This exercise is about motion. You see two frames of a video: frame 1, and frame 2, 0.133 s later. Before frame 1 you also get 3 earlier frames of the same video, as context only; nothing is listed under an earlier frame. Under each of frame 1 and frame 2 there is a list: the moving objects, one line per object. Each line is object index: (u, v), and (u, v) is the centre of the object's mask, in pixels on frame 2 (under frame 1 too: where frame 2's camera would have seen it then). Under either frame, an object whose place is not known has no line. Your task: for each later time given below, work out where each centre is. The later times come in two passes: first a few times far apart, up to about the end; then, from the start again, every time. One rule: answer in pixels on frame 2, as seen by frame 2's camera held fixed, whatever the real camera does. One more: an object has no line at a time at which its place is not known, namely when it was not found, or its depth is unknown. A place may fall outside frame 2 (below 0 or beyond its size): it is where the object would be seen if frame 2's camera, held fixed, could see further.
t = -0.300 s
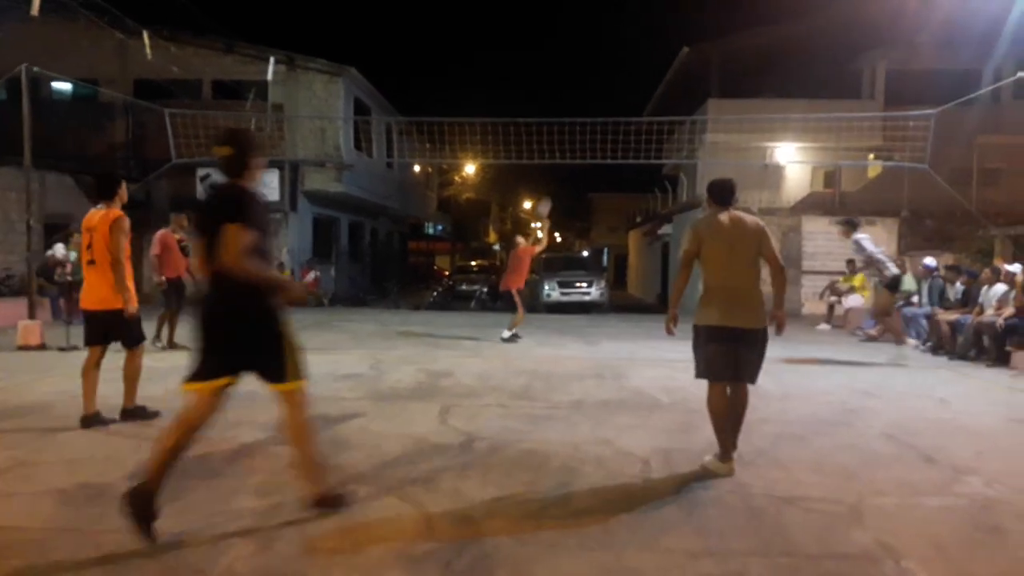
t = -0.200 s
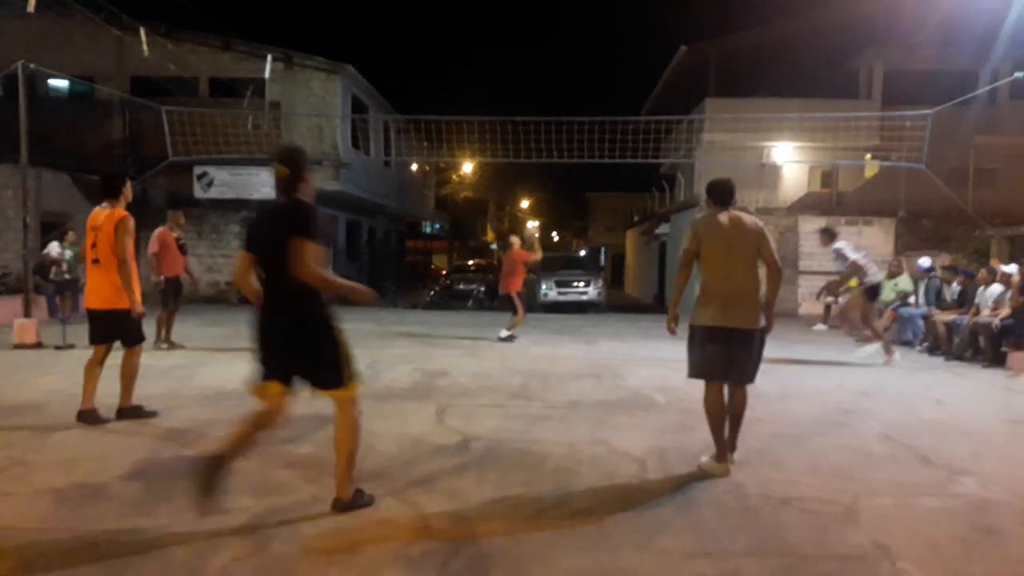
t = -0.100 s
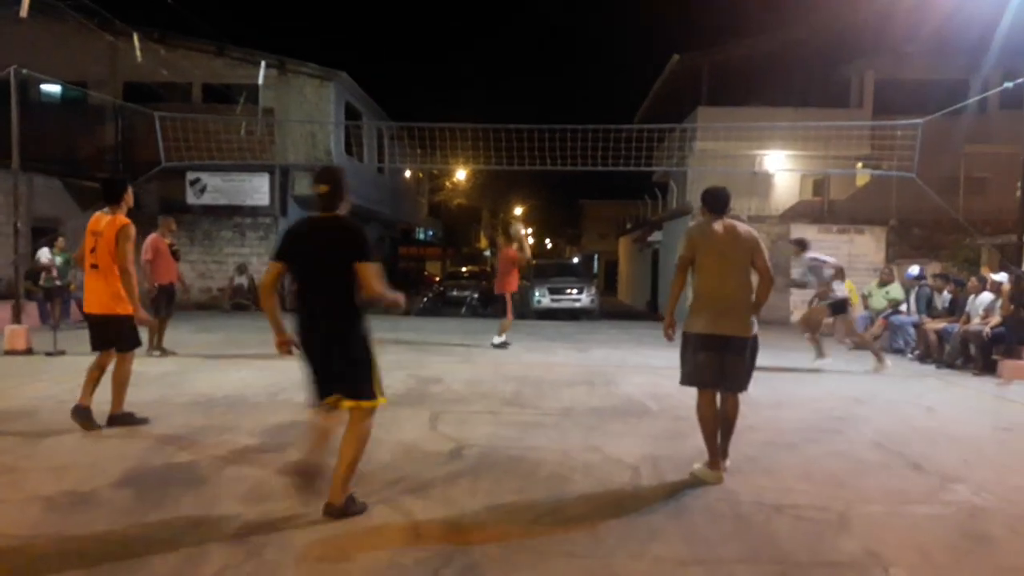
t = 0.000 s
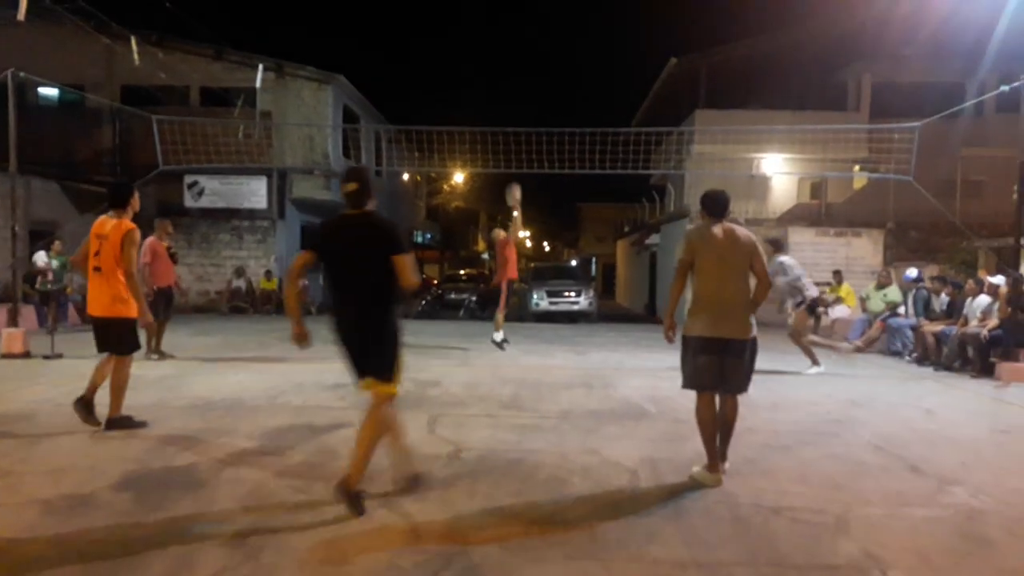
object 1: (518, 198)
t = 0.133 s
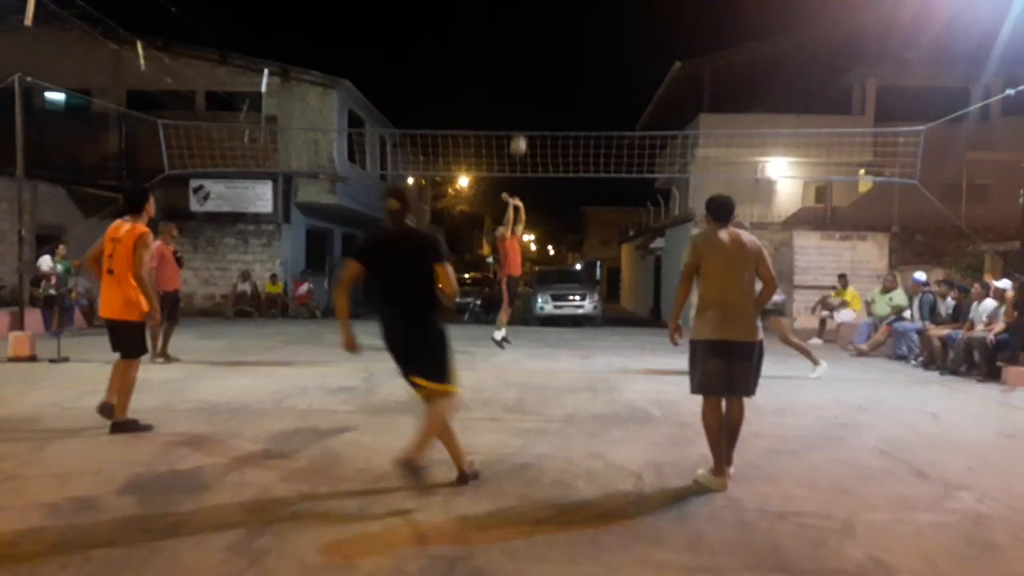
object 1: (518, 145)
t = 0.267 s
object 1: (517, 103)
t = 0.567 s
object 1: (516, 50)
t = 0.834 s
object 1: (512, 57)
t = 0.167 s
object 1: (518, 133)
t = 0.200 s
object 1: (518, 122)
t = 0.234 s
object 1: (518, 112)
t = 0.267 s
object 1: (517, 103)
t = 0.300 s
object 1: (517, 94)
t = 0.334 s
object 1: (517, 85)
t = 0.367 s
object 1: (517, 78)
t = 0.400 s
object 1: (517, 71)
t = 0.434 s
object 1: (517, 65)
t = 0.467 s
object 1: (517, 60)
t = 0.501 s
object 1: (516, 56)
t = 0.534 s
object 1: (516, 52)
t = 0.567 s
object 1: (516, 50)
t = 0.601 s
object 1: (515, 47)
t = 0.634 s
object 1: (515, 46)
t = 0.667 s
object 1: (514, 46)
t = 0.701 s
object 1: (514, 46)
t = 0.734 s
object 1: (513, 48)
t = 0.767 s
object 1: (513, 50)
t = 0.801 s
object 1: (512, 53)
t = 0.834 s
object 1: (512, 57)
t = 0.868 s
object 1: (512, 63)
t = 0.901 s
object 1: (511, 69)
